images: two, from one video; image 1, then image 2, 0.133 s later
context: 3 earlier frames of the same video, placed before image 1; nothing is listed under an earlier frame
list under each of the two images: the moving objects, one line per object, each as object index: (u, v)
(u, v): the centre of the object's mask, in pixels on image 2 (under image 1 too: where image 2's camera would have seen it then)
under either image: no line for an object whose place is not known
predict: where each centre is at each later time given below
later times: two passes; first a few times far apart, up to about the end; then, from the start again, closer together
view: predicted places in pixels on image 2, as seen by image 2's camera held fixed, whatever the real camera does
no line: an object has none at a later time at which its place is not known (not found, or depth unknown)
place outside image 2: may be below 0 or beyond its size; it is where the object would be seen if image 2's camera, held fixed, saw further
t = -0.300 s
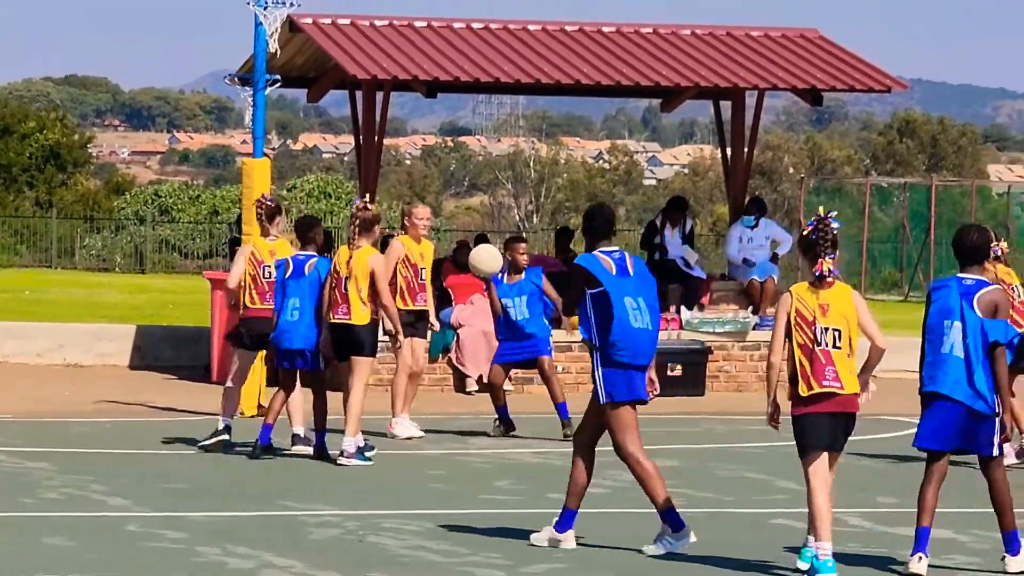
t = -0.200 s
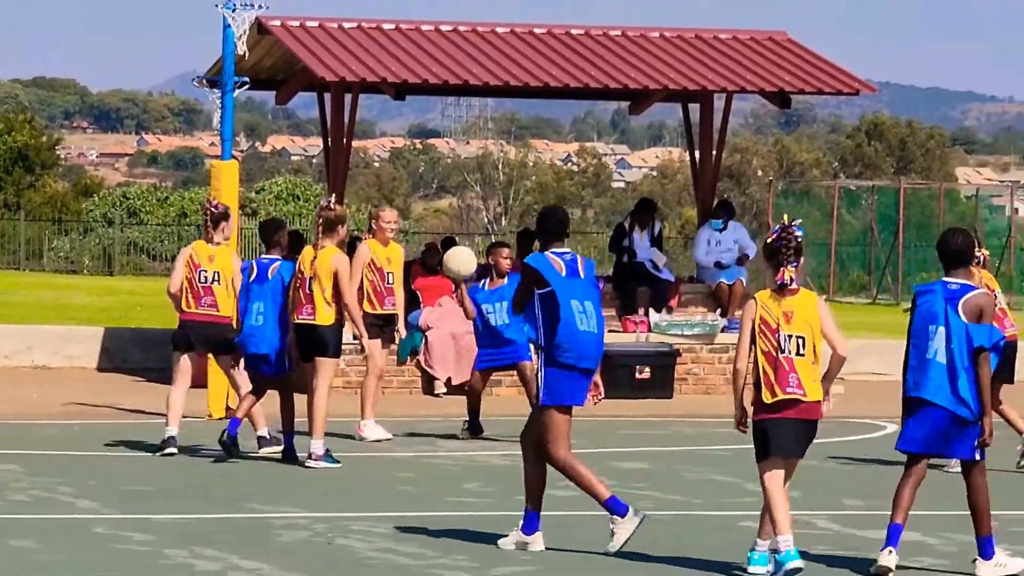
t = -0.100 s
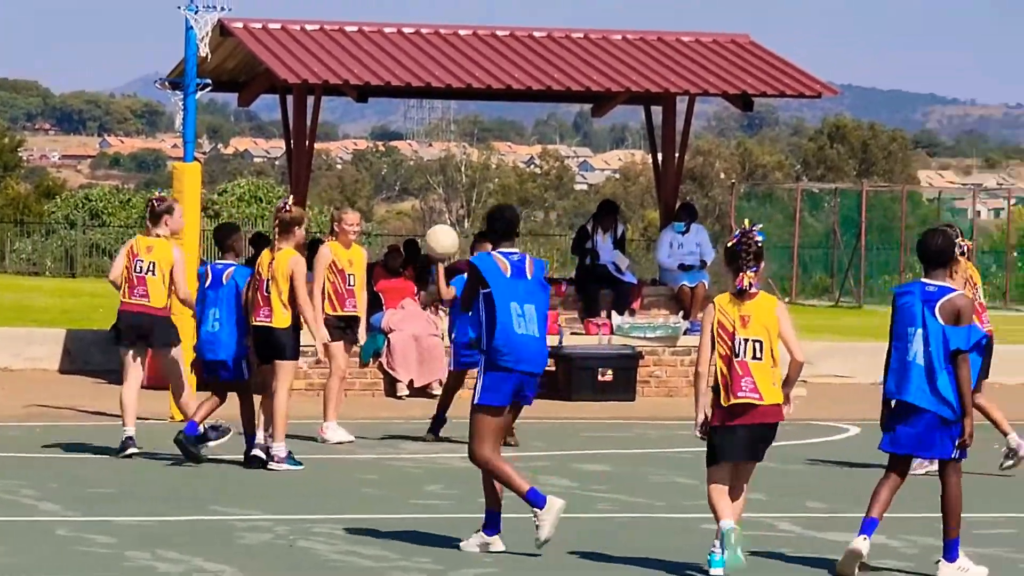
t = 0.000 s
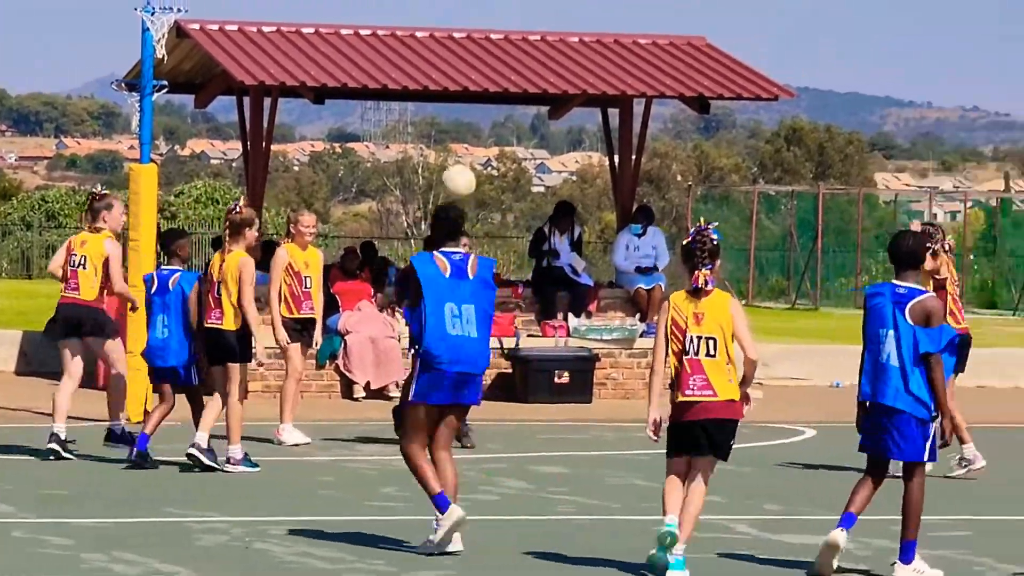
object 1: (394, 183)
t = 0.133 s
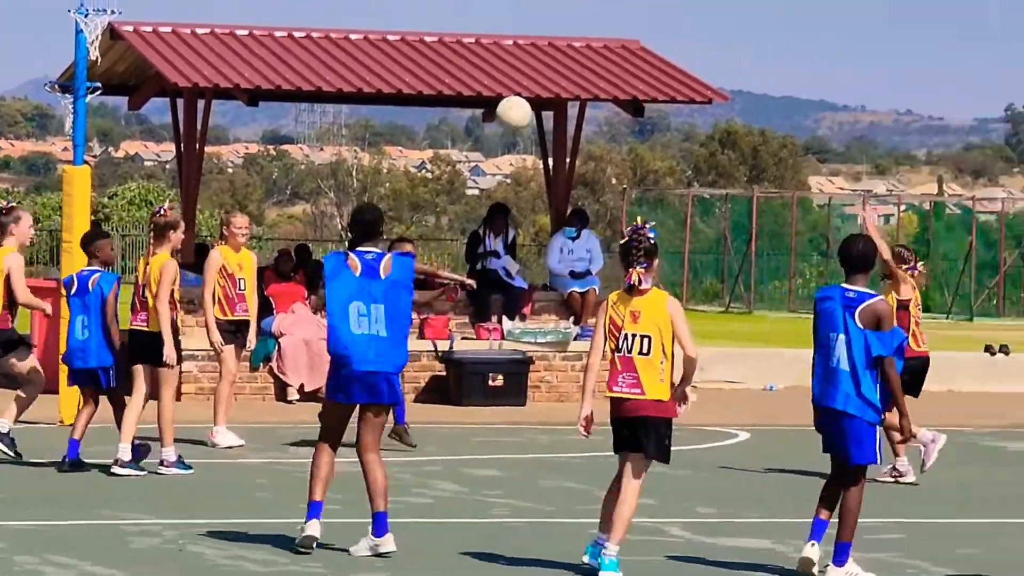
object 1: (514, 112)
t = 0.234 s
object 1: (608, 78)
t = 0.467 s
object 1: (838, 54)
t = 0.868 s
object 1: (1277, 227)
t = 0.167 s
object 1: (545, 100)
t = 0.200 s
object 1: (576, 88)
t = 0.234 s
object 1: (608, 78)
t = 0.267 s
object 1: (640, 68)
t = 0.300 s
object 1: (671, 62)
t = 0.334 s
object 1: (704, 58)
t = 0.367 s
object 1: (737, 54)
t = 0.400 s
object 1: (770, 52)
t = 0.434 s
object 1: (804, 52)
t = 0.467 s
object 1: (838, 54)
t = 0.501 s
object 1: (873, 57)
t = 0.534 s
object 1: (907, 62)
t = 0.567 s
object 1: (942, 69)
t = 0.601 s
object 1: (977, 77)
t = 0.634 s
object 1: (1013, 89)
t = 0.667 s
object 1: (1050, 99)
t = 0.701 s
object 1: (1088, 113)
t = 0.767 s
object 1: (1161, 154)
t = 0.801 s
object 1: (1198, 176)
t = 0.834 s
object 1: (1239, 199)
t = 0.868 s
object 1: (1277, 227)
